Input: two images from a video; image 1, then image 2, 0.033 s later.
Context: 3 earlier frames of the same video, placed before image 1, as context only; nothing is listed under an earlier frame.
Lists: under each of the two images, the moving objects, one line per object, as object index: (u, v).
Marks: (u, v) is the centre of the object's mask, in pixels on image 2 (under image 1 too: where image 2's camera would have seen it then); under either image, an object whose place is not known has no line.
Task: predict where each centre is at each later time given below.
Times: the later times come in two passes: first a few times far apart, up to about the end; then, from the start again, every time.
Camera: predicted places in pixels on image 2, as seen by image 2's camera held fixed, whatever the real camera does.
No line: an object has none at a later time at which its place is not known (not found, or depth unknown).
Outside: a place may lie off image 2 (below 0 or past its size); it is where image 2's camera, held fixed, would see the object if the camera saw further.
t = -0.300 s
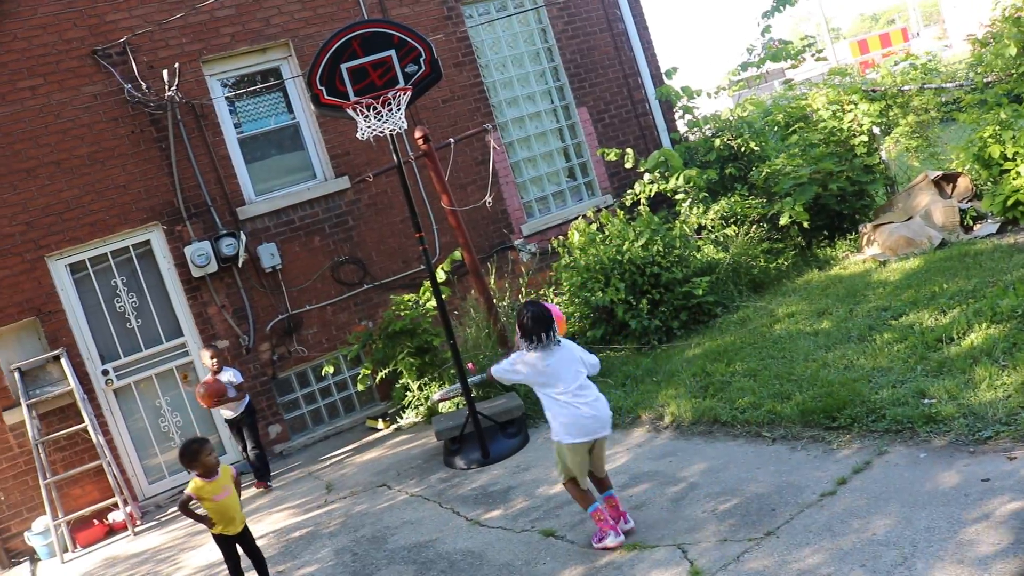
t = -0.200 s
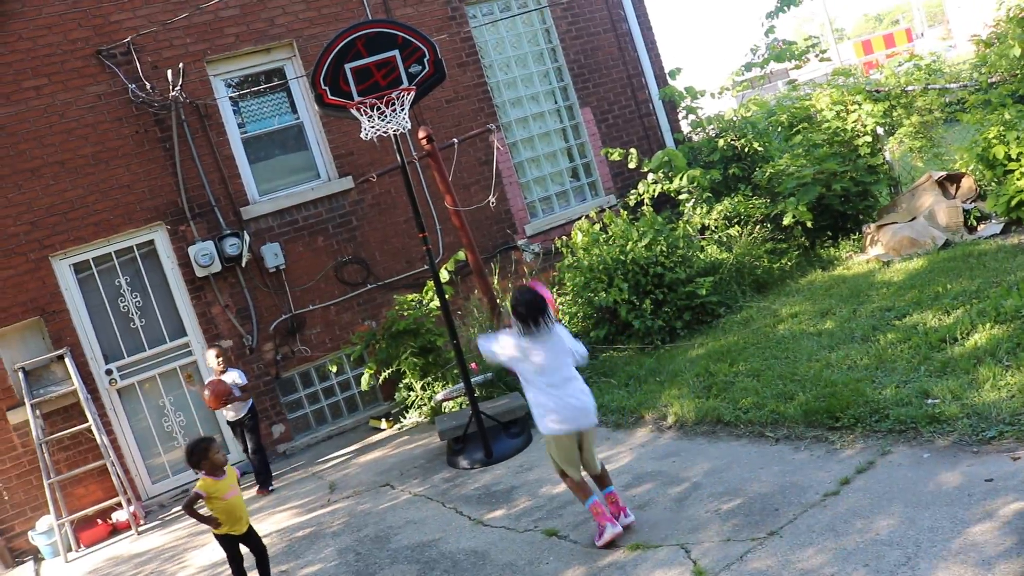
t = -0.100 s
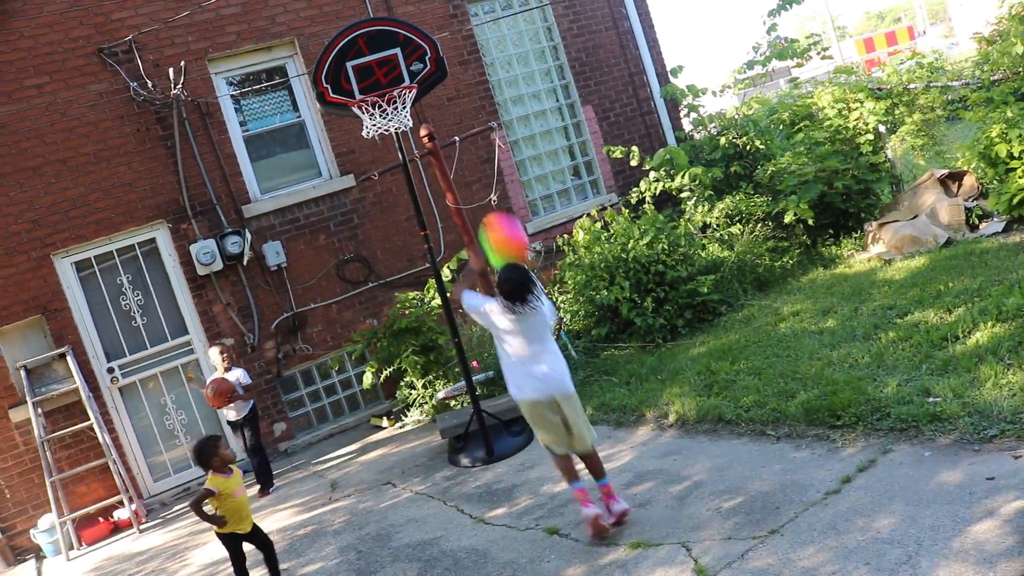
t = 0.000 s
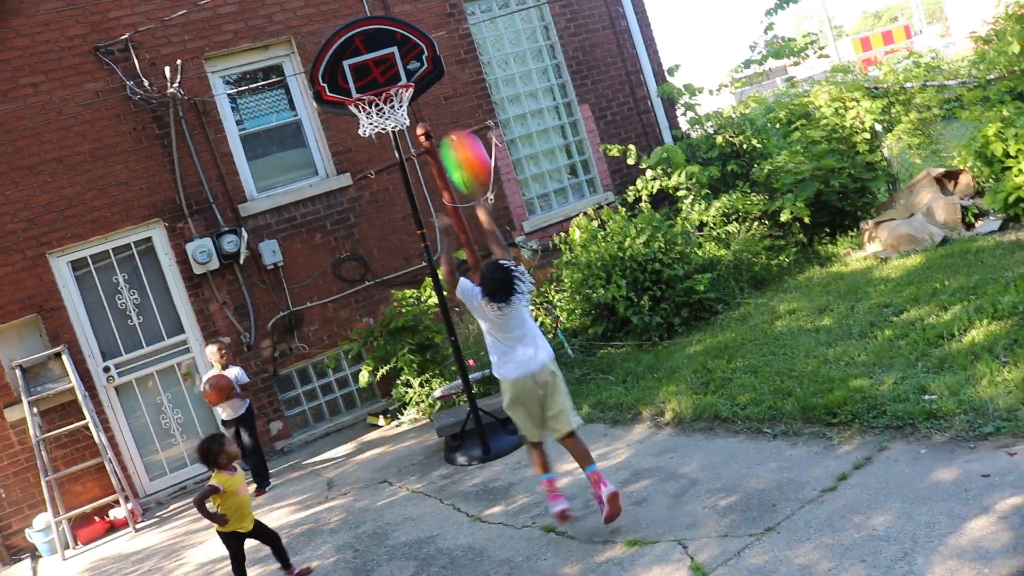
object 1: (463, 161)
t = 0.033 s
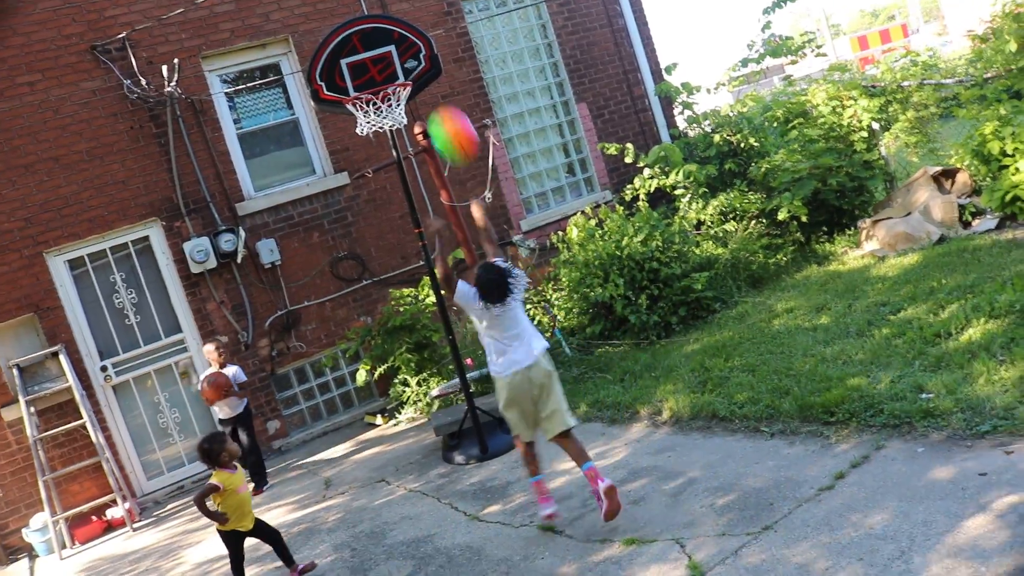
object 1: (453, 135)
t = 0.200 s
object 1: (413, 54)
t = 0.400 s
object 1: (390, 29)
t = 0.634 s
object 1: (391, 67)
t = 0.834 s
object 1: (386, 64)
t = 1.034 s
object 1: (382, 60)
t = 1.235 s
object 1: (399, 121)
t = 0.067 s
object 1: (442, 112)
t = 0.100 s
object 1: (435, 95)
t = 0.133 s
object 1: (426, 79)
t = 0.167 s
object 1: (418, 64)
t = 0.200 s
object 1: (413, 54)
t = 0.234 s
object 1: (407, 44)
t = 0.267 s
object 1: (402, 37)
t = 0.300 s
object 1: (398, 32)
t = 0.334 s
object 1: (394, 29)
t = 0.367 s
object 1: (392, 28)
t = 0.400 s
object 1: (390, 29)
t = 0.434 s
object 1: (389, 32)
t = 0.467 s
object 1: (389, 36)
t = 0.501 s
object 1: (389, 42)
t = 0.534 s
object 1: (390, 50)
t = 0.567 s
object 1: (391, 60)
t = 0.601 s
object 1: (392, 68)
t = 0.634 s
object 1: (391, 67)
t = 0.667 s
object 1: (389, 63)
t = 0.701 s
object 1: (387, 60)
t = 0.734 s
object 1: (386, 58)
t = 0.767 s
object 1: (386, 59)
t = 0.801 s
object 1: (386, 61)
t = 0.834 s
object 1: (386, 64)
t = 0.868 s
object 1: (386, 64)
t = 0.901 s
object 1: (384, 60)
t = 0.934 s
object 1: (383, 57)
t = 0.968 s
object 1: (382, 56)
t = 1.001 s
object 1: (381, 57)
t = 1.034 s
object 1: (382, 60)
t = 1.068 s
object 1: (382, 64)
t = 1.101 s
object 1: (384, 71)
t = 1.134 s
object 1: (386, 78)
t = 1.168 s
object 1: (390, 89)
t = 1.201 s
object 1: (394, 103)
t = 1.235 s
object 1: (399, 121)
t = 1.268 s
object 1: (405, 141)
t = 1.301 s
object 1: (410, 159)
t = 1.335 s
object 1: (417, 181)
